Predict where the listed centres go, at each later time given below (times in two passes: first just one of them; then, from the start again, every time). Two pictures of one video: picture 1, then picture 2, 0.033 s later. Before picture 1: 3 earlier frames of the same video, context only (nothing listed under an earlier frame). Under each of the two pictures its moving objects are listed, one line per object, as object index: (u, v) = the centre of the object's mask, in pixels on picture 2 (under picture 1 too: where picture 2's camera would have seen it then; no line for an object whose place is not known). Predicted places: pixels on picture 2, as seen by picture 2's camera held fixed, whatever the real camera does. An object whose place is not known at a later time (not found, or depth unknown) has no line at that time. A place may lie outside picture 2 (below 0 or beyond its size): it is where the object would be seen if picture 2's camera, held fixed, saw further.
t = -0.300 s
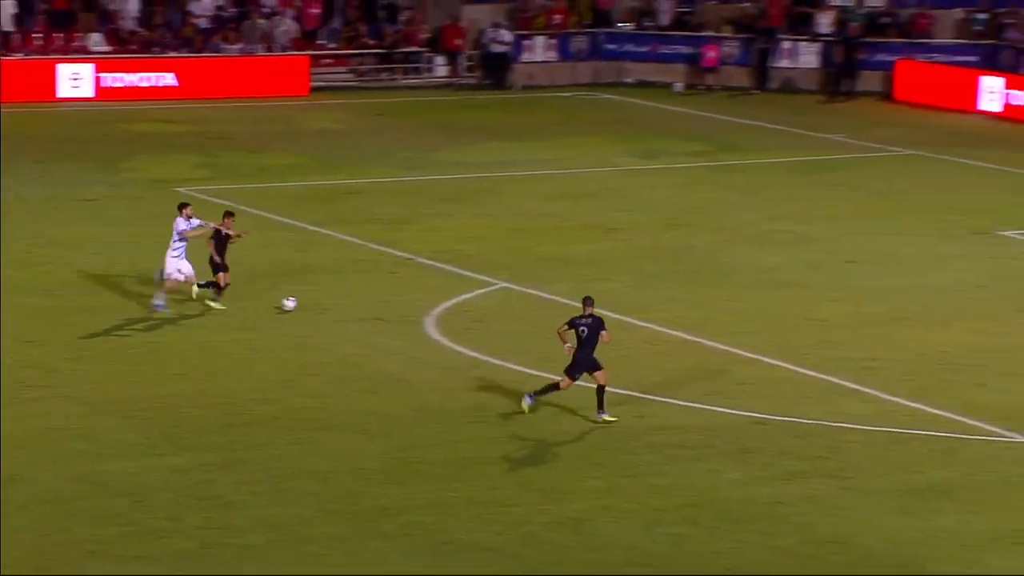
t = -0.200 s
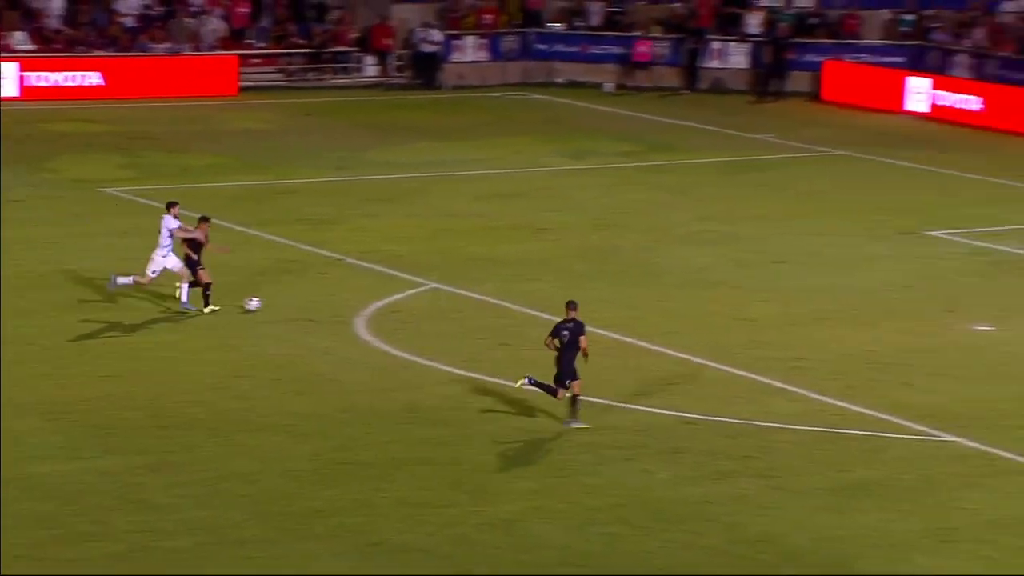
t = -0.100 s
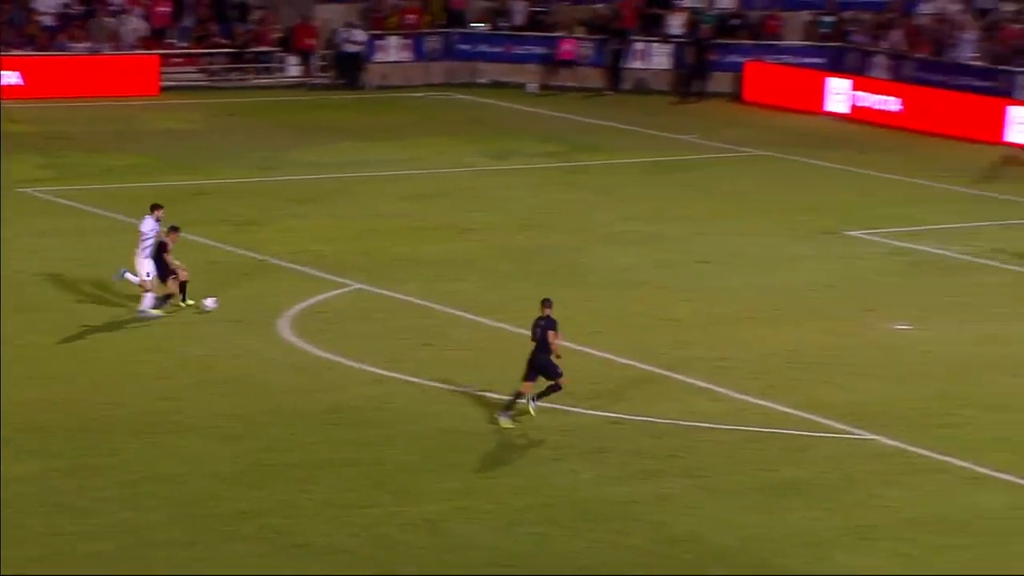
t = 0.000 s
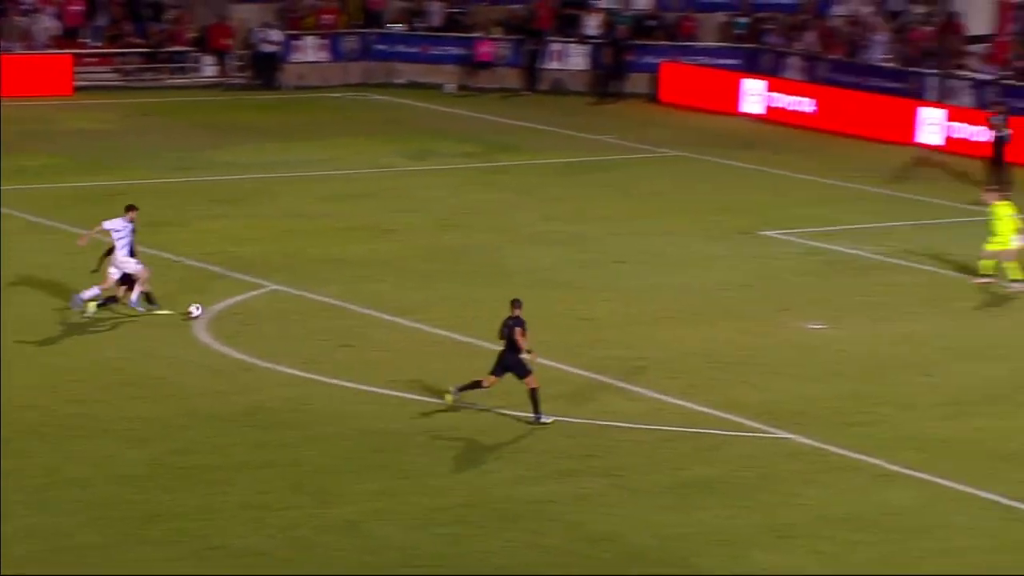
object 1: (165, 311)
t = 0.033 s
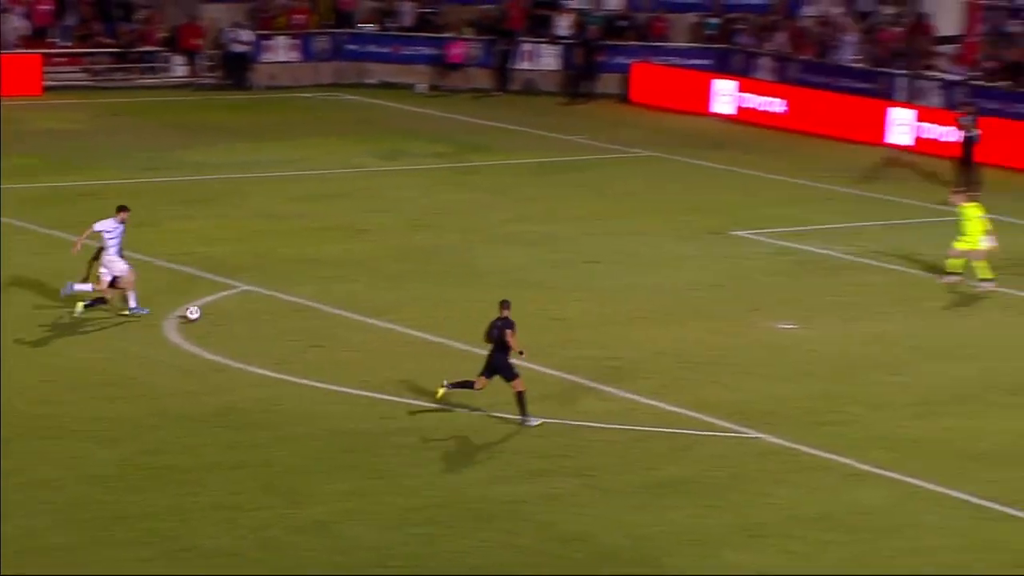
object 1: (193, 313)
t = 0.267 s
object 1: (373, 329)
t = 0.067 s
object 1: (220, 315)
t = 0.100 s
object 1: (247, 318)
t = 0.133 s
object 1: (274, 321)
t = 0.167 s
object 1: (299, 323)
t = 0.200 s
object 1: (324, 325)
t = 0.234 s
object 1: (350, 328)
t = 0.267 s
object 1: (373, 329)
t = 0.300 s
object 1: (397, 331)
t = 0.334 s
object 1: (420, 333)
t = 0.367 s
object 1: (444, 337)
